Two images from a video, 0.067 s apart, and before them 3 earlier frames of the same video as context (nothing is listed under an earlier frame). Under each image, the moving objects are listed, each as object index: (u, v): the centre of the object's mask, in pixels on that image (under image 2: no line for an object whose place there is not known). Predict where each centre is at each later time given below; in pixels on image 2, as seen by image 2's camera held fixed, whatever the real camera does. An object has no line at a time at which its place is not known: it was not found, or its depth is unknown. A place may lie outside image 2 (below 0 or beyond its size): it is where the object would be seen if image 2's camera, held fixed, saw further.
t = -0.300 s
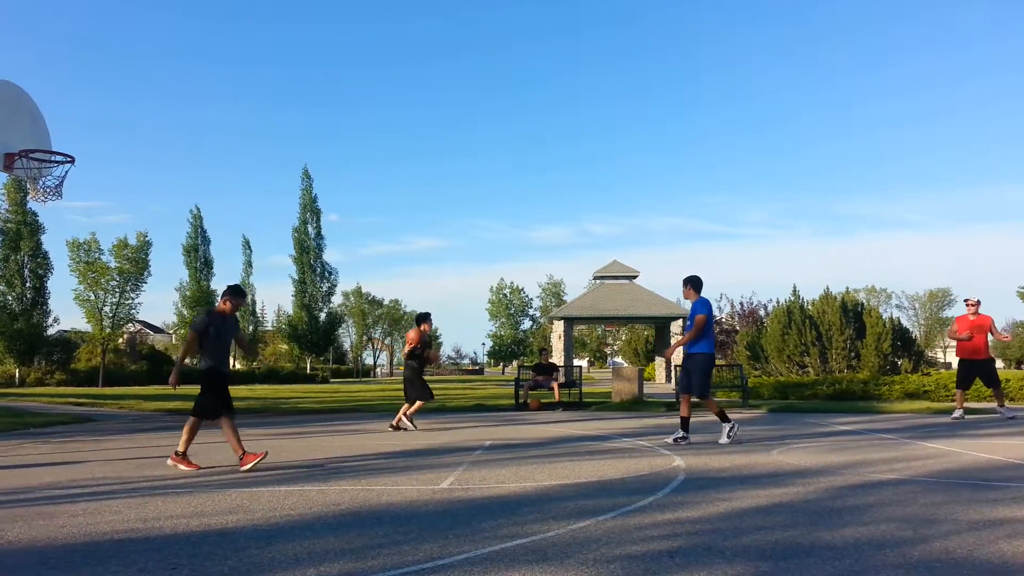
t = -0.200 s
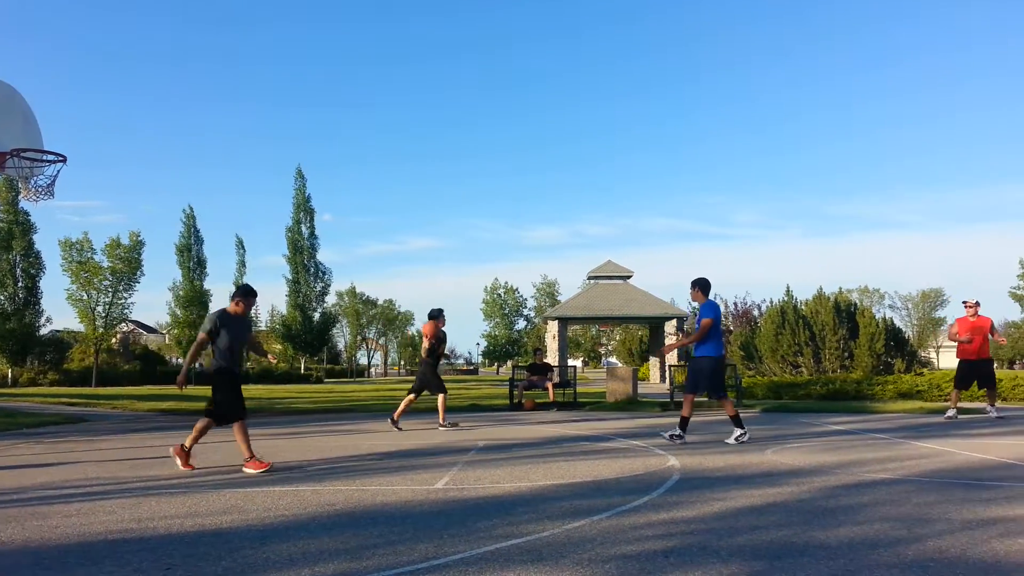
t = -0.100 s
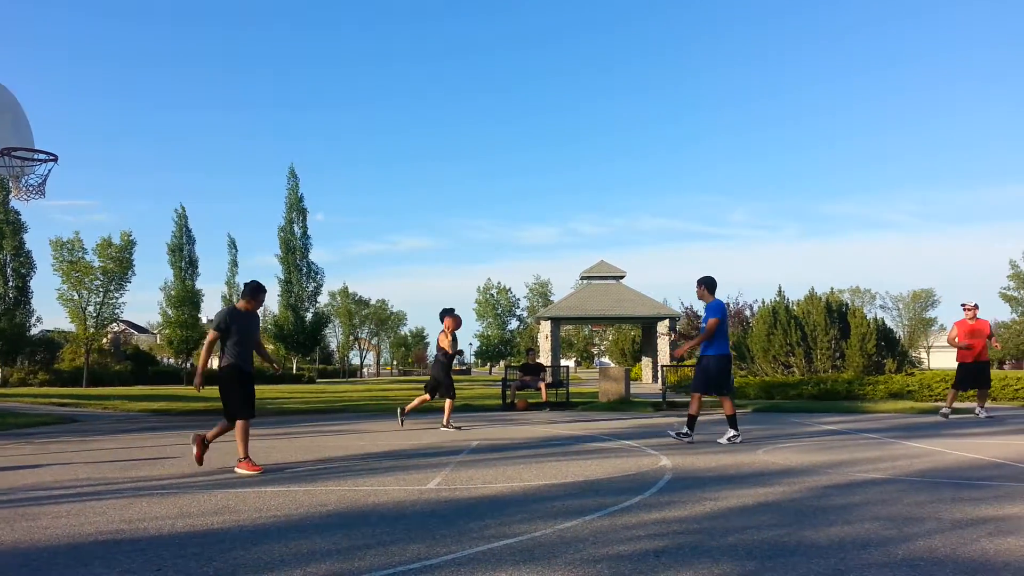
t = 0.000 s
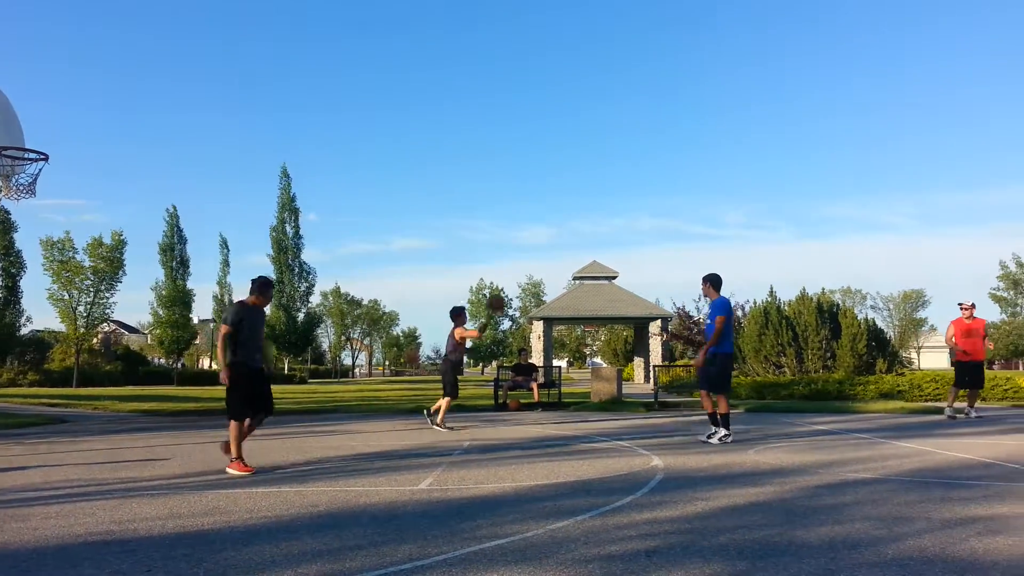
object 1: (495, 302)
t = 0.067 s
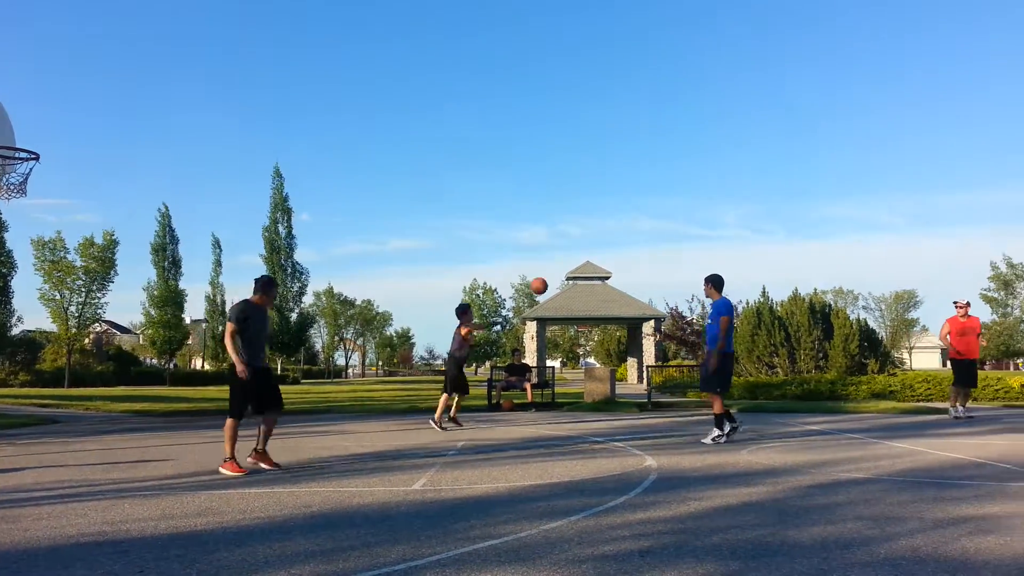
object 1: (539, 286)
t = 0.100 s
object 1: (561, 278)
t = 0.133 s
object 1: (586, 272)
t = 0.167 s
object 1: (614, 266)
